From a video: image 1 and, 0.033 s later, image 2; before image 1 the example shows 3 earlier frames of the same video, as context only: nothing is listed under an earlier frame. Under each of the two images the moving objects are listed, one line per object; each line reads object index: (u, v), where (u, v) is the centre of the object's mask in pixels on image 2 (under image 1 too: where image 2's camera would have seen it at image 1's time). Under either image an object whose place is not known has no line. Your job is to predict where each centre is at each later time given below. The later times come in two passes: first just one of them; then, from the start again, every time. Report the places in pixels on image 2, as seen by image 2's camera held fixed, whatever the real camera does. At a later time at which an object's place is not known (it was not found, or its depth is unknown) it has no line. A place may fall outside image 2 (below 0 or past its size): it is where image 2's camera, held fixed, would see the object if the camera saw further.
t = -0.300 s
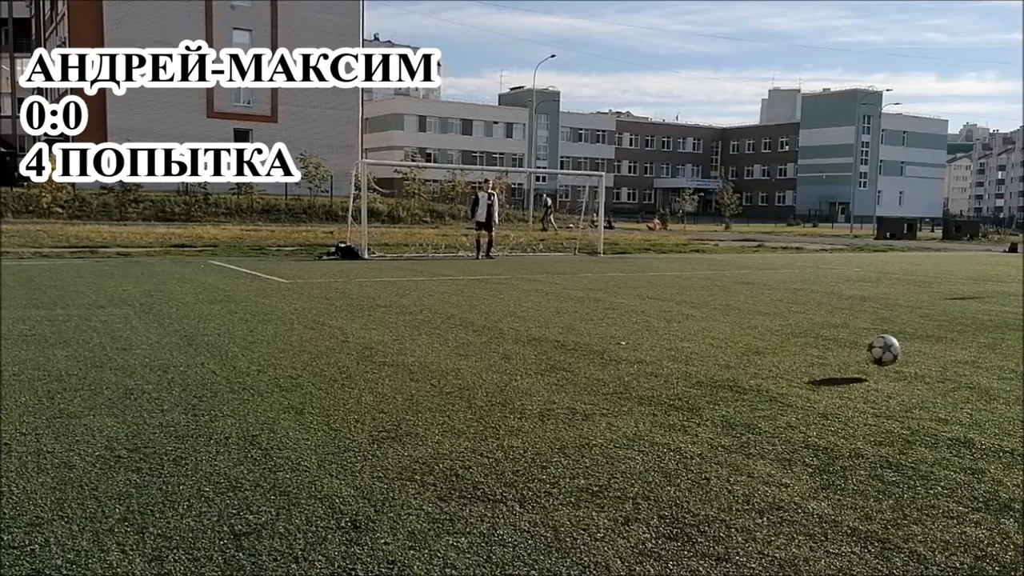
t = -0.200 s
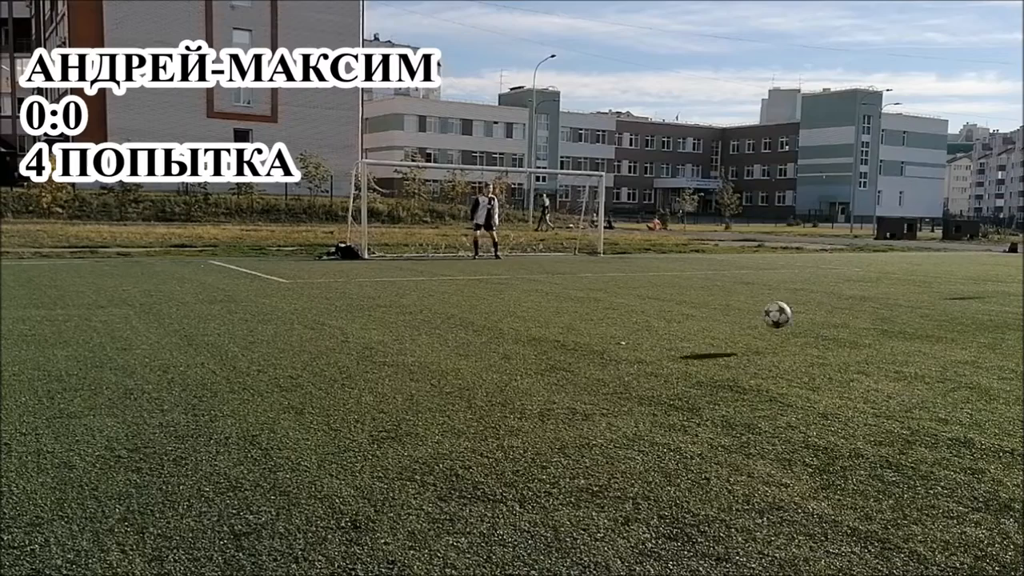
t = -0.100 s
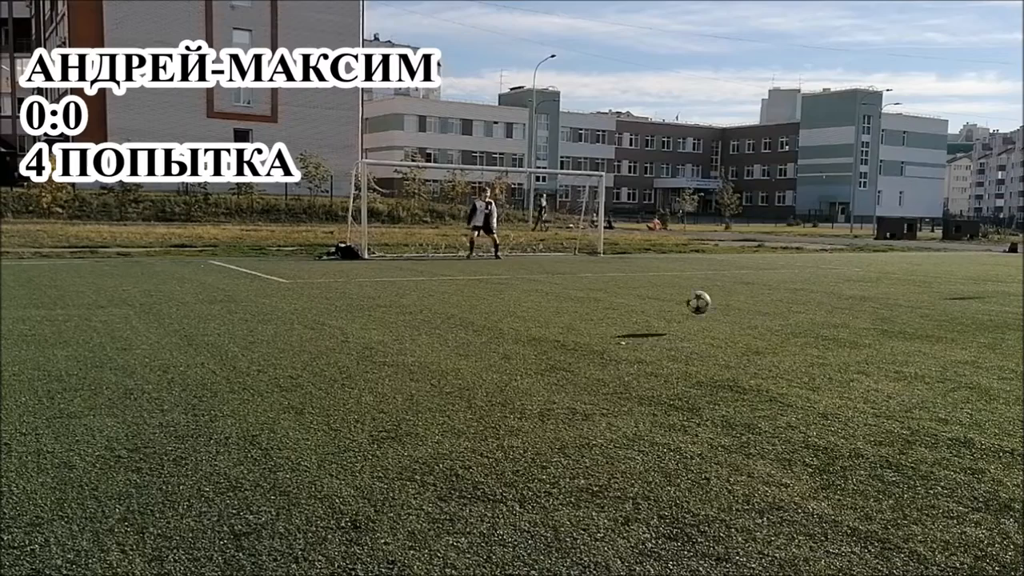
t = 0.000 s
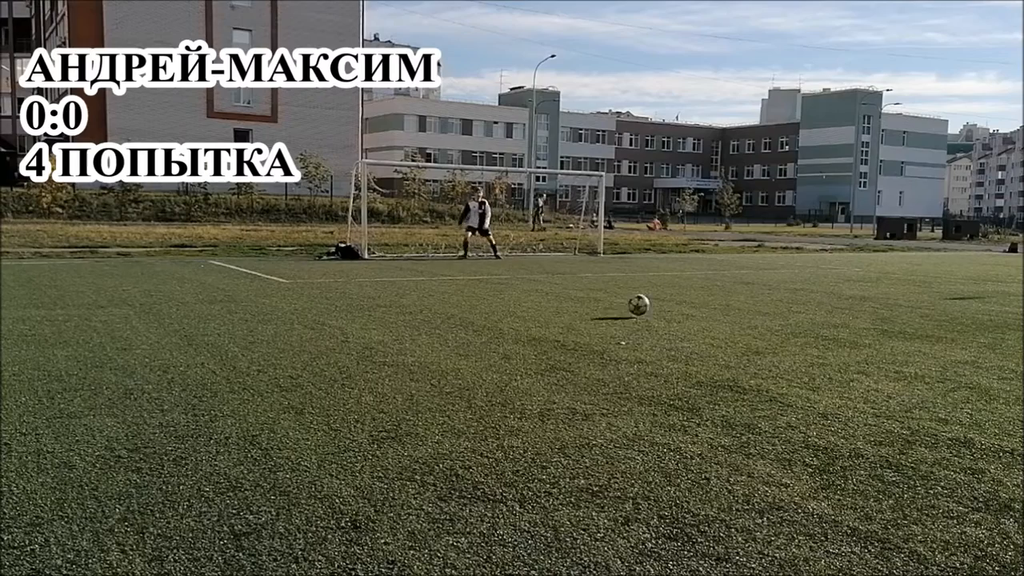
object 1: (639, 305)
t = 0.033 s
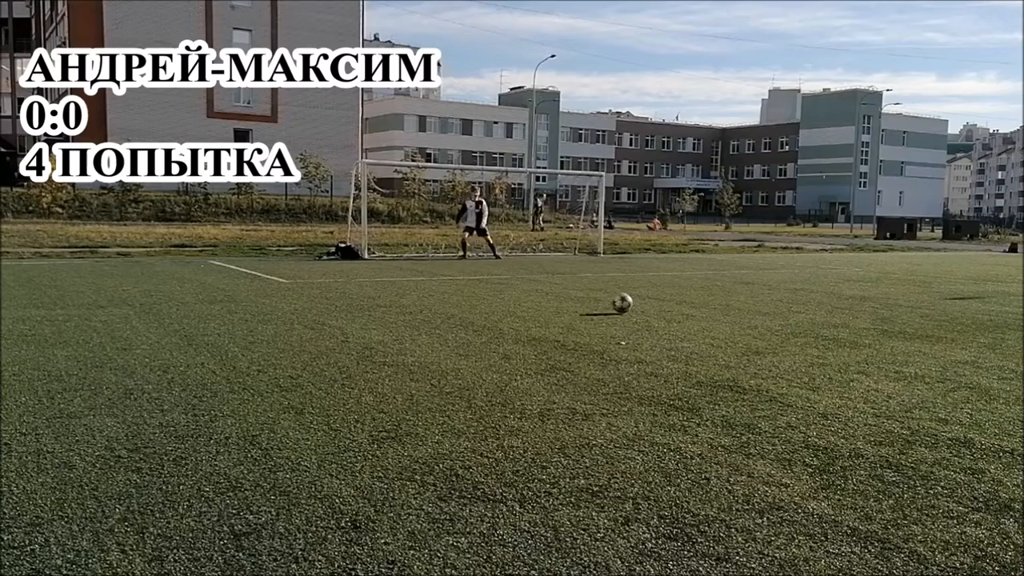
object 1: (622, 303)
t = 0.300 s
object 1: (525, 284)
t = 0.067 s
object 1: (607, 296)
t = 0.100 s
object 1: (594, 290)
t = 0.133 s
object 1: (581, 287)
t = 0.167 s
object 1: (568, 283)
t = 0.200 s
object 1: (557, 282)
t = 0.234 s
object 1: (546, 281)
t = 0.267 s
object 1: (535, 283)
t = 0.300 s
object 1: (525, 284)
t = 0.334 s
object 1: (517, 277)
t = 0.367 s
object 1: (508, 271)
